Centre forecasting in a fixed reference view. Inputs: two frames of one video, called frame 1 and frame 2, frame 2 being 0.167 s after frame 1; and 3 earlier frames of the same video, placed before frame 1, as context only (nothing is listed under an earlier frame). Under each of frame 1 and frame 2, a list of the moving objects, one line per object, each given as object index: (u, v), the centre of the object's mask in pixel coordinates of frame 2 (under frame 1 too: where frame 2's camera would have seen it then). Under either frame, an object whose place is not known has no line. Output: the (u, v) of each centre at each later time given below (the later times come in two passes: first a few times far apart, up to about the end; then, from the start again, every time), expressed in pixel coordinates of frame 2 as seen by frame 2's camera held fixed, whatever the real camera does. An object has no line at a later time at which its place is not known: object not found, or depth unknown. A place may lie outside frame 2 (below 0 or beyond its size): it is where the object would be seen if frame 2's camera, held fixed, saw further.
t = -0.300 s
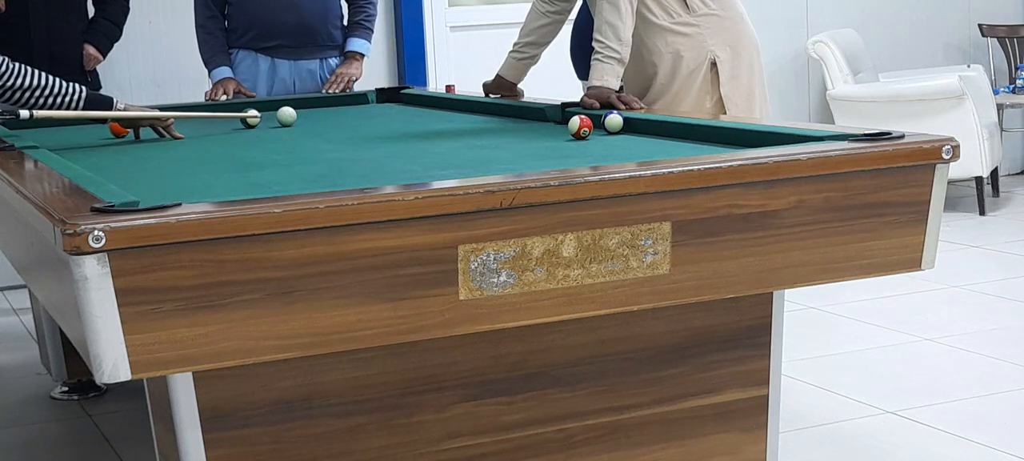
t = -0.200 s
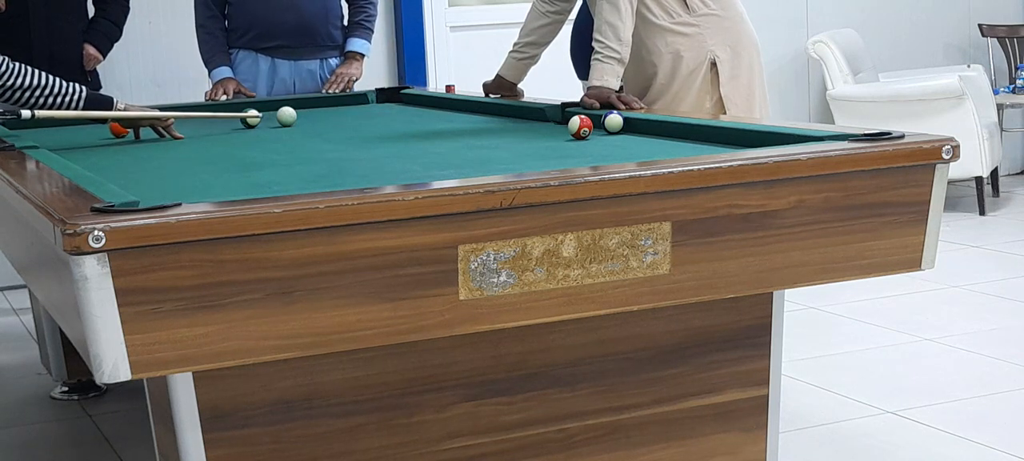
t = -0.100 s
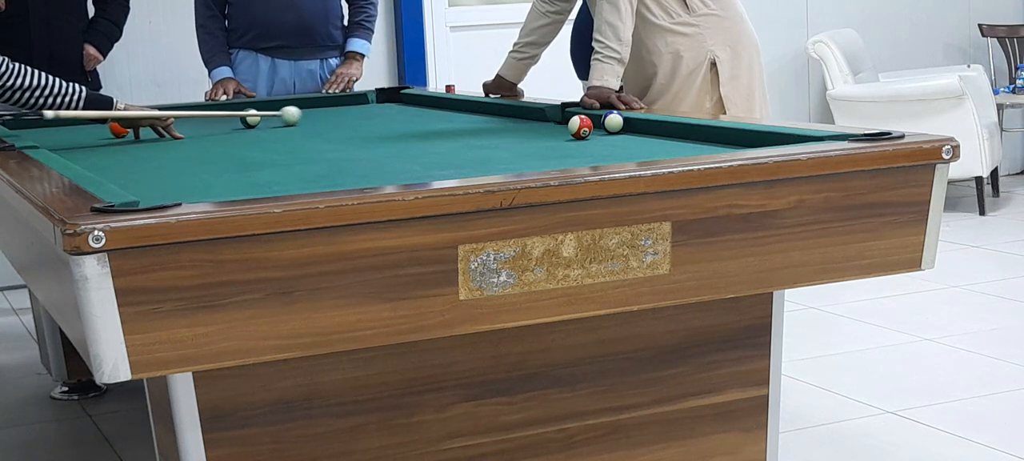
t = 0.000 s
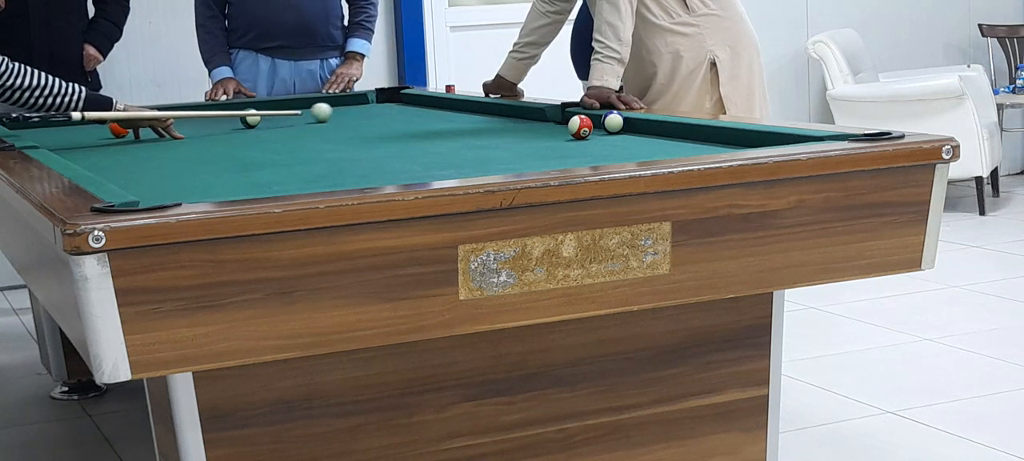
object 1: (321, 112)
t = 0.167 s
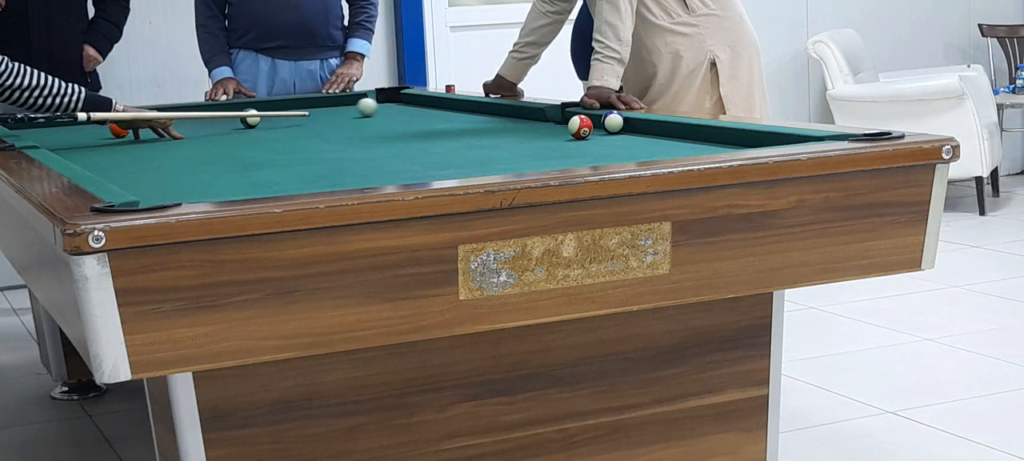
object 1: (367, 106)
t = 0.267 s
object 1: (393, 104)
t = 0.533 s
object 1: (408, 101)
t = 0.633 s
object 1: (388, 102)
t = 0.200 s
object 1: (375, 105)
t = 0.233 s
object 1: (384, 105)
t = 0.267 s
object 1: (393, 104)
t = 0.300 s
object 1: (401, 103)
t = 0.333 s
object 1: (409, 102)
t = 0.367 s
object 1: (417, 101)
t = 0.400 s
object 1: (425, 100)
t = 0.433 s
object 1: (427, 100)
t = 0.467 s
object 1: (420, 100)
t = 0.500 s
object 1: (414, 100)
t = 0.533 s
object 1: (408, 101)
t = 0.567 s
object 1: (401, 101)
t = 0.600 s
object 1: (395, 101)
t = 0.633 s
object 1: (388, 102)
